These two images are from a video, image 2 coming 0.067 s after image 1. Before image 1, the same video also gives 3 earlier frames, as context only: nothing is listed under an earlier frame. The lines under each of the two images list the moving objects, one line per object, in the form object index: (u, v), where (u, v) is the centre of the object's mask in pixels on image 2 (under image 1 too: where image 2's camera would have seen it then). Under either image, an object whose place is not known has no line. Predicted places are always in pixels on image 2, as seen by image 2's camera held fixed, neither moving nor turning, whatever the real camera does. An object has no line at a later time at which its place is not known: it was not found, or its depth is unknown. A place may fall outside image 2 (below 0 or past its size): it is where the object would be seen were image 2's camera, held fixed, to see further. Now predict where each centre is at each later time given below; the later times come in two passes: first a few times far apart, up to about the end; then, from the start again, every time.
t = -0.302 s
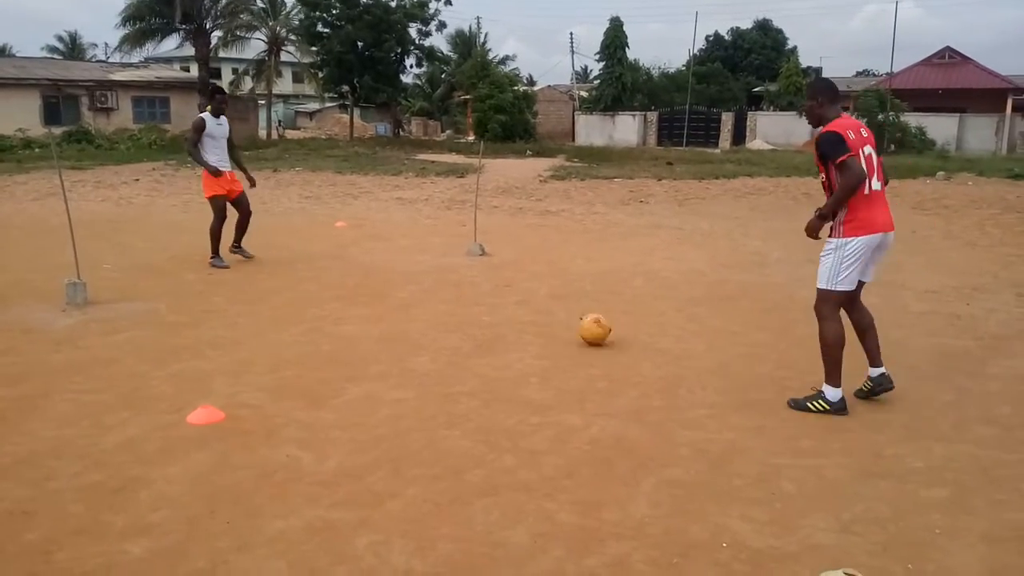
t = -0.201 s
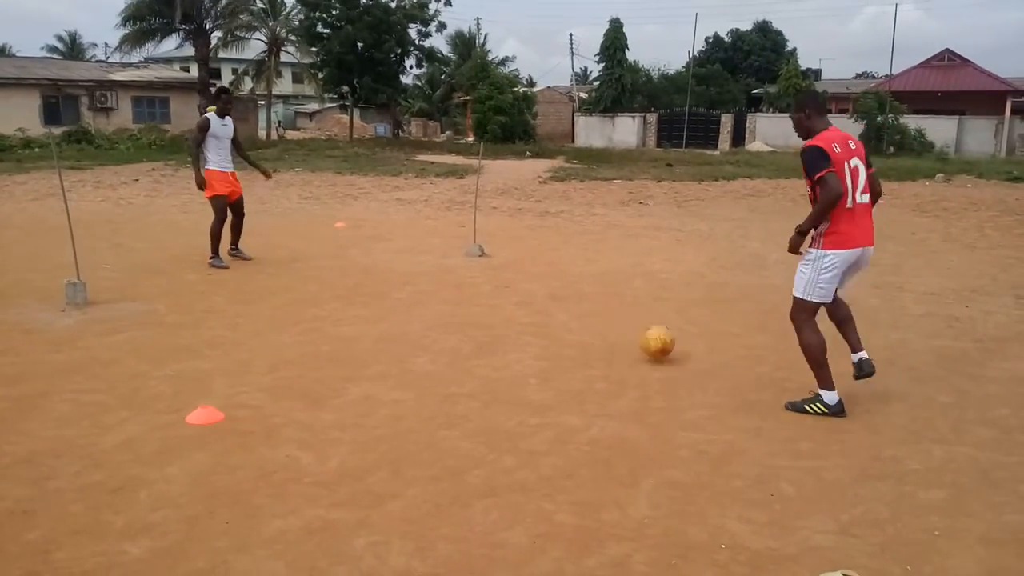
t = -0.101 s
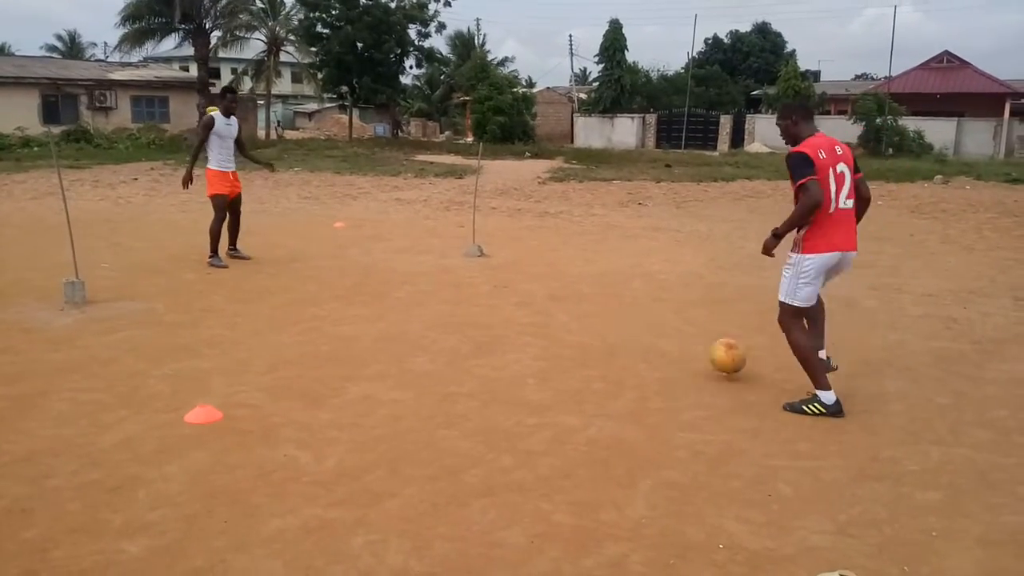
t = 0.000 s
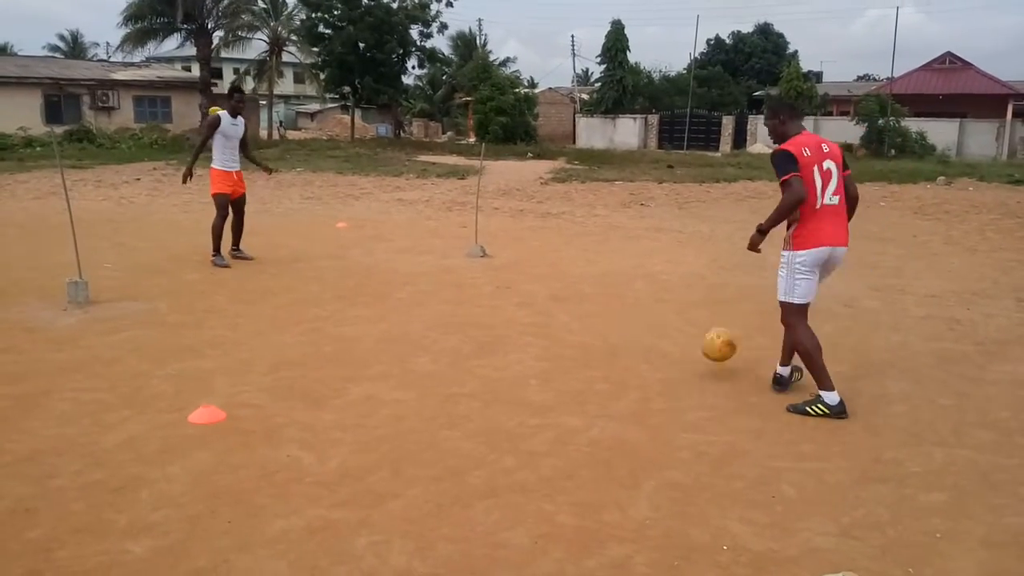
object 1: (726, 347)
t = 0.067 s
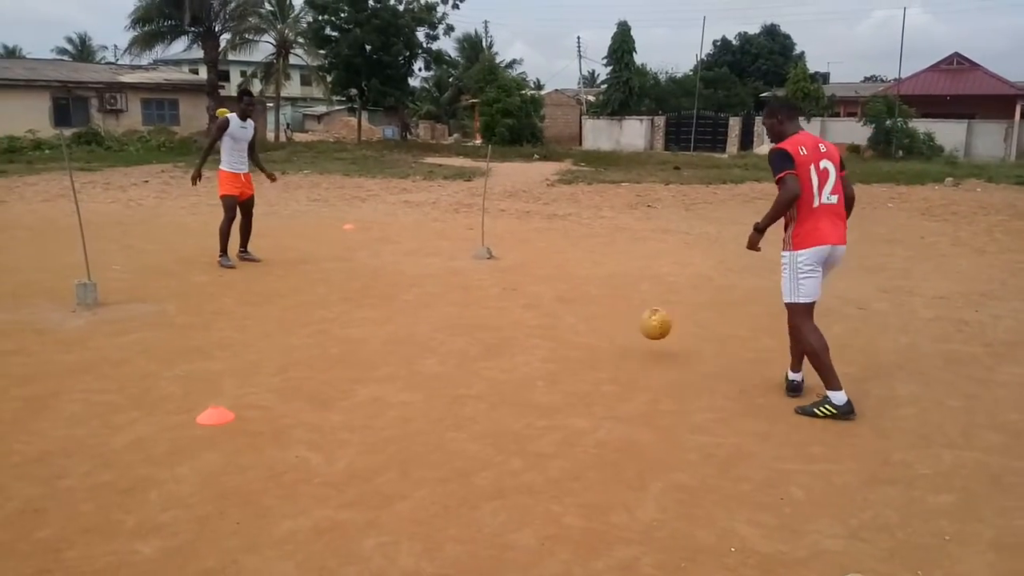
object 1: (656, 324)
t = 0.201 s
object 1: (538, 301)
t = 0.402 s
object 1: (416, 283)
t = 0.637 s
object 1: (328, 268)
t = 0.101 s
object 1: (623, 315)
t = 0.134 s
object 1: (593, 309)
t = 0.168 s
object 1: (564, 305)
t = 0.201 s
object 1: (538, 301)
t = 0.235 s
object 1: (513, 300)
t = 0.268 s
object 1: (488, 300)
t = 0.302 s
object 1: (466, 301)
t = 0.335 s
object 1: (448, 296)
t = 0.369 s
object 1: (432, 289)
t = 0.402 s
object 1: (416, 283)
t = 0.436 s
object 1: (401, 278)
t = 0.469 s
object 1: (388, 275)
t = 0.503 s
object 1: (375, 274)
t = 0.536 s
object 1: (362, 273)
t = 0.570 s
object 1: (349, 274)
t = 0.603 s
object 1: (337, 274)
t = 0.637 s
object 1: (328, 268)
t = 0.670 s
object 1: (320, 263)
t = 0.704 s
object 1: (311, 261)
